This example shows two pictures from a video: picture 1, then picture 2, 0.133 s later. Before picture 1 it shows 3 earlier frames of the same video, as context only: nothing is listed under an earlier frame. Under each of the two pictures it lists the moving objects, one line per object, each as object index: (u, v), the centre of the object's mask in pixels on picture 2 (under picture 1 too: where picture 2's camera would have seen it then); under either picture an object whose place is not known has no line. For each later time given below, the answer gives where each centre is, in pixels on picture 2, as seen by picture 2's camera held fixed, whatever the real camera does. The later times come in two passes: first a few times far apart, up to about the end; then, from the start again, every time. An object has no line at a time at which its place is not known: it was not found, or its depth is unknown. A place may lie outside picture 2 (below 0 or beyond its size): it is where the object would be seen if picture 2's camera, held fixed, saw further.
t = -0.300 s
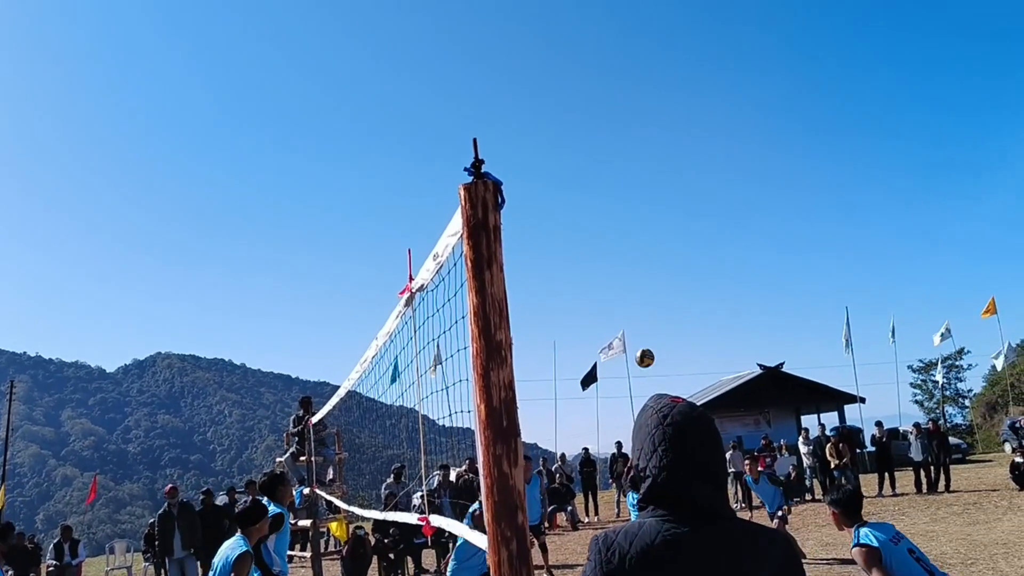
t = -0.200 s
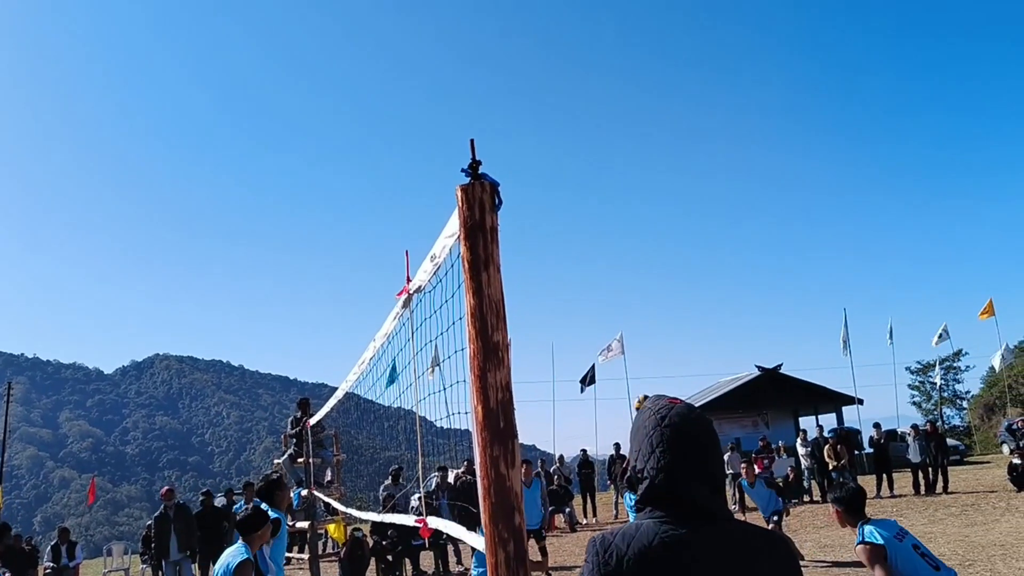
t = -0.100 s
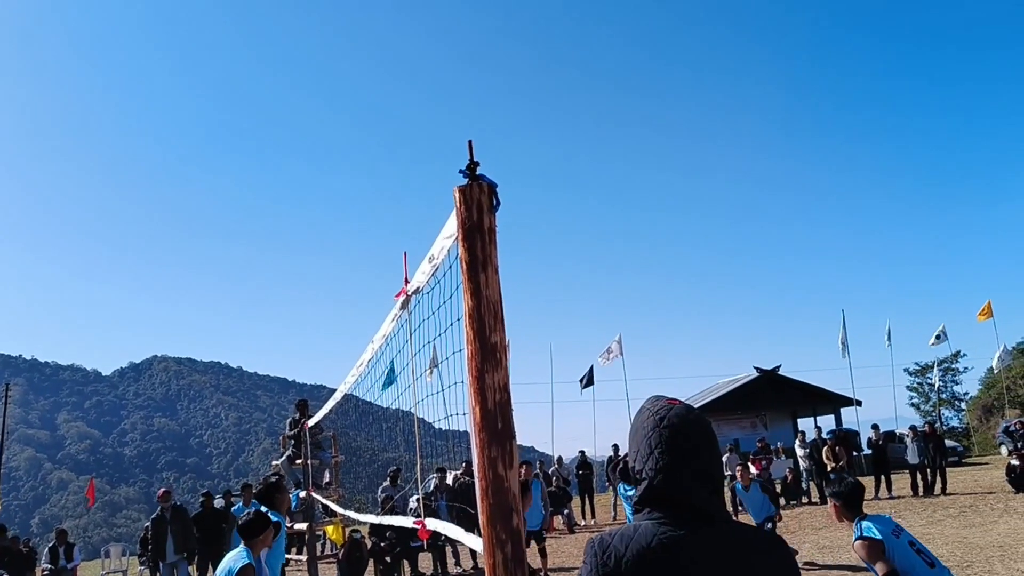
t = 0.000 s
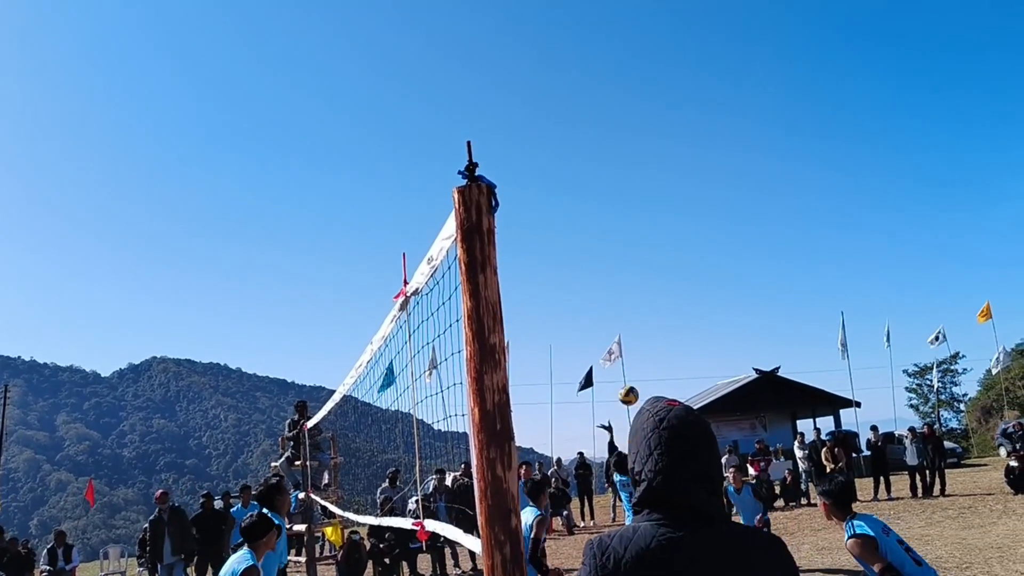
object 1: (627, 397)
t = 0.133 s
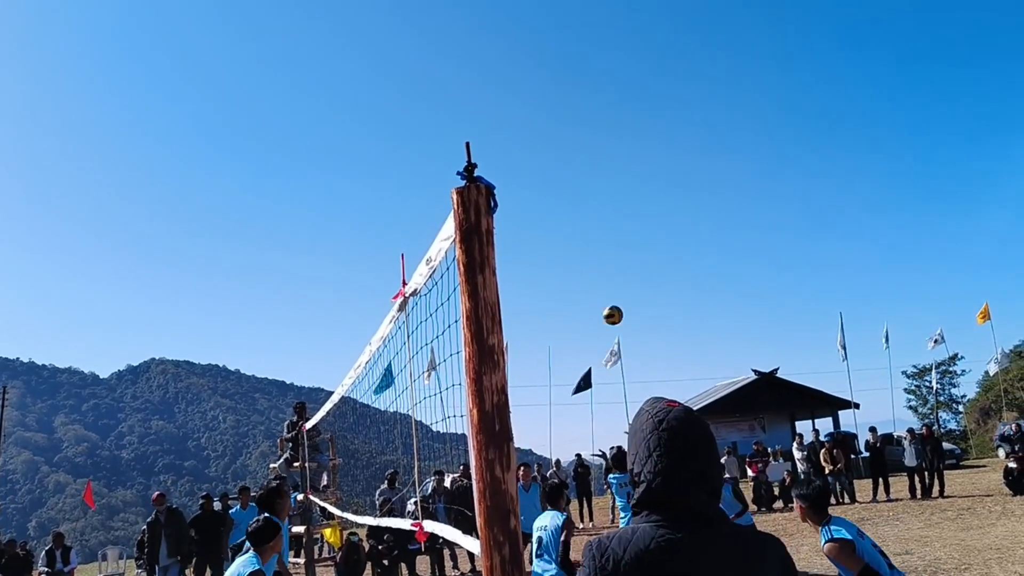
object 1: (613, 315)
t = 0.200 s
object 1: (607, 281)
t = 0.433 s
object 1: (588, 198)
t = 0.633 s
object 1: (575, 166)
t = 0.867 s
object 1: (564, 173)
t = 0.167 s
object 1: (610, 298)
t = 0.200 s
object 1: (607, 281)
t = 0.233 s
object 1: (604, 266)
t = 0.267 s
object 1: (601, 252)
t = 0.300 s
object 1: (598, 239)
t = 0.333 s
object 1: (595, 227)
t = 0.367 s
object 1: (593, 216)
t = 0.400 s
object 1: (591, 206)
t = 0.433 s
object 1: (588, 198)
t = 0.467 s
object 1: (586, 190)
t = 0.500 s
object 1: (583, 184)
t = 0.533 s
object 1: (581, 178)
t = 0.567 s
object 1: (579, 173)
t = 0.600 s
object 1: (577, 169)
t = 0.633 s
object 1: (575, 166)
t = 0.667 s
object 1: (573, 164)
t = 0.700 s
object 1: (572, 163)
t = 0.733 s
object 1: (570, 163)
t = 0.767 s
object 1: (568, 164)
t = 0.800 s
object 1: (567, 166)
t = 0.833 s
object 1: (565, 169)
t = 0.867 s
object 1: (564, 173)
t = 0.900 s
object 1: (563, 177)
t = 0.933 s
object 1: (562, 183)
